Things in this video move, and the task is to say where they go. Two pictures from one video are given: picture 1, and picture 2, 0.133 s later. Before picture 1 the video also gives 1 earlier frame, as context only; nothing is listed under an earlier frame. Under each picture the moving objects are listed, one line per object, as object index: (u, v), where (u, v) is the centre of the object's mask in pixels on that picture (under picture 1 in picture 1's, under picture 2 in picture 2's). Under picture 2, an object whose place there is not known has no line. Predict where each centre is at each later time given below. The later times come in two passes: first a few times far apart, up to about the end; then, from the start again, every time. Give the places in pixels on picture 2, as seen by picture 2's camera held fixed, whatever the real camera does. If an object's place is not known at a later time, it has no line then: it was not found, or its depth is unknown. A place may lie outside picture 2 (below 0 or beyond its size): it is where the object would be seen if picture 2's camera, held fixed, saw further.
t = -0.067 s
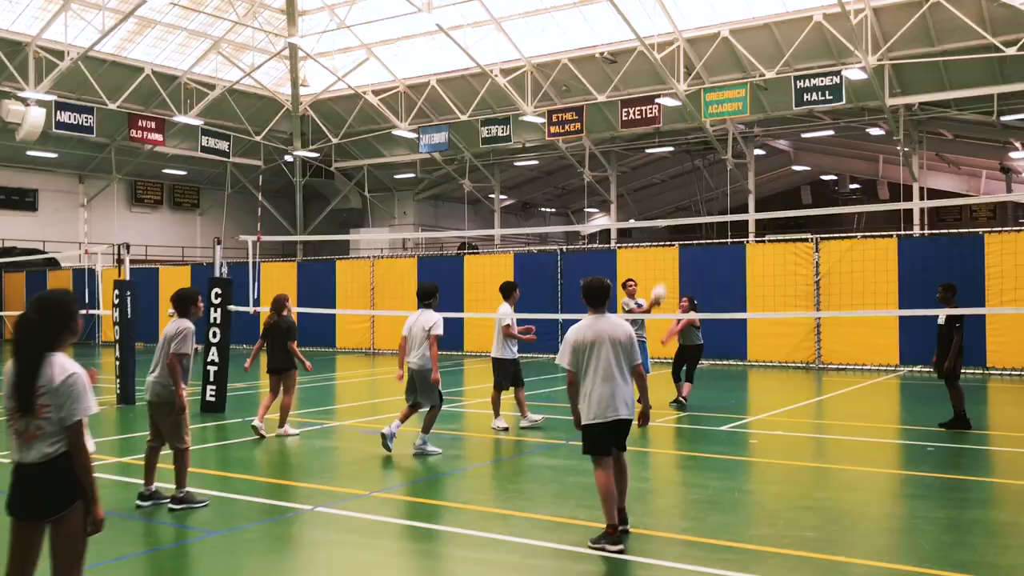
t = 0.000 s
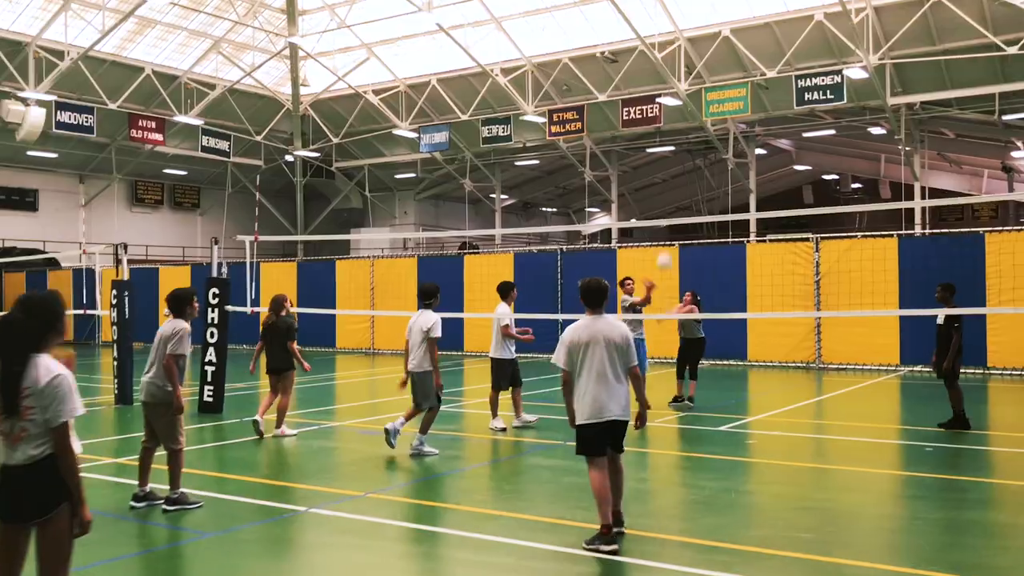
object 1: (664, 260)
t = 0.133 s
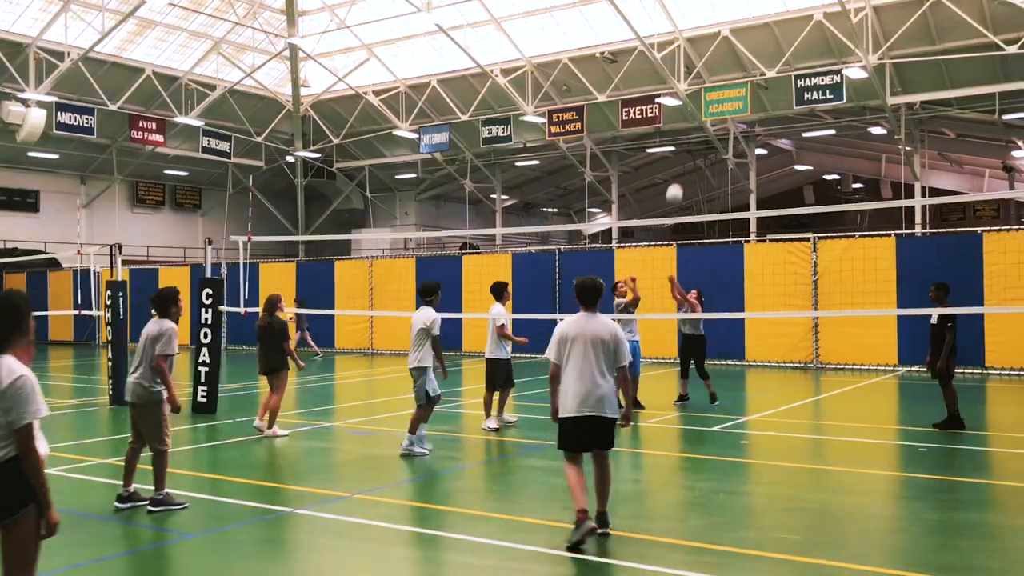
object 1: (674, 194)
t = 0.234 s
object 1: (681, 162)
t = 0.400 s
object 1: (691, 126)
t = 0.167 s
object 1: (676, 182)
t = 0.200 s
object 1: (679, 172)
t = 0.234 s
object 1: (681, 162)
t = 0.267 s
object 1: (683, 153)
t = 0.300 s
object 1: (685, 145)
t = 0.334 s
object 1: (687, 138)
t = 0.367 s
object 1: (689, 131)
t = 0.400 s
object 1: (691, 126)
